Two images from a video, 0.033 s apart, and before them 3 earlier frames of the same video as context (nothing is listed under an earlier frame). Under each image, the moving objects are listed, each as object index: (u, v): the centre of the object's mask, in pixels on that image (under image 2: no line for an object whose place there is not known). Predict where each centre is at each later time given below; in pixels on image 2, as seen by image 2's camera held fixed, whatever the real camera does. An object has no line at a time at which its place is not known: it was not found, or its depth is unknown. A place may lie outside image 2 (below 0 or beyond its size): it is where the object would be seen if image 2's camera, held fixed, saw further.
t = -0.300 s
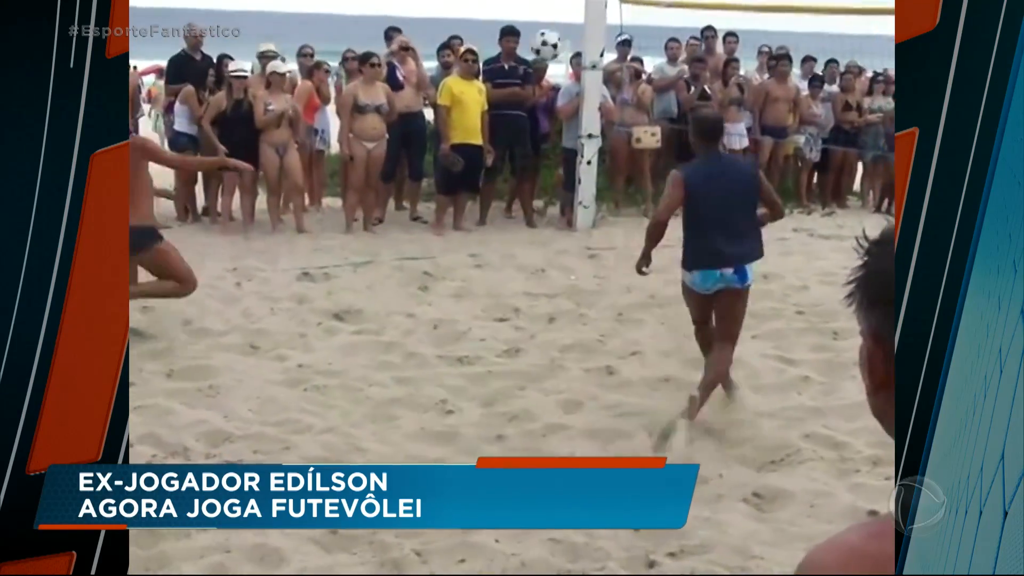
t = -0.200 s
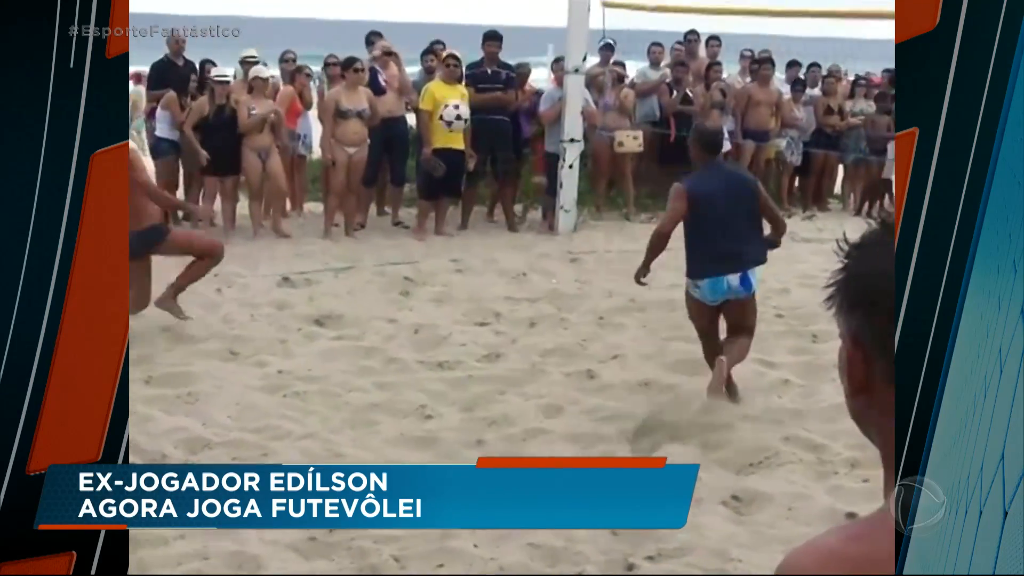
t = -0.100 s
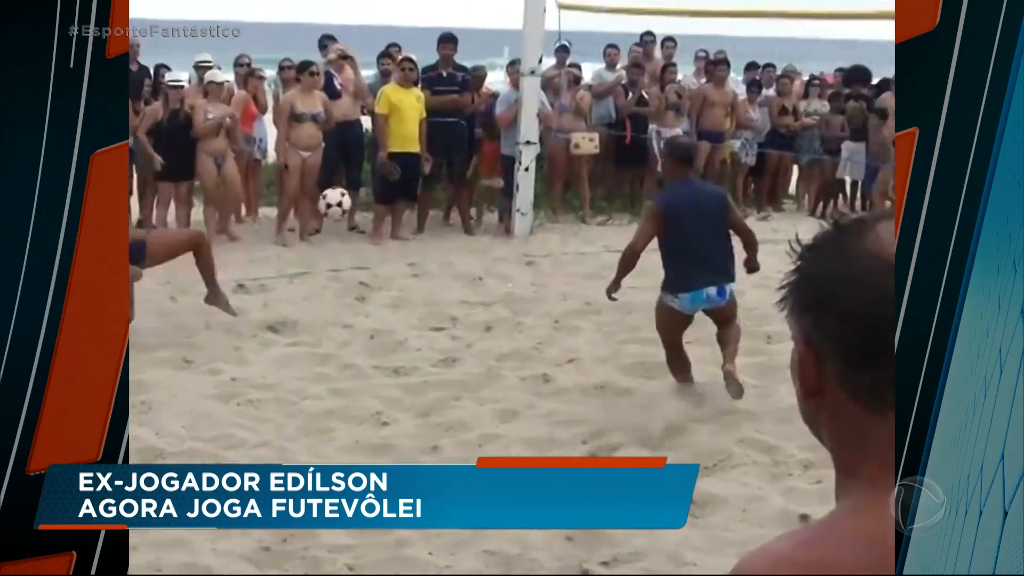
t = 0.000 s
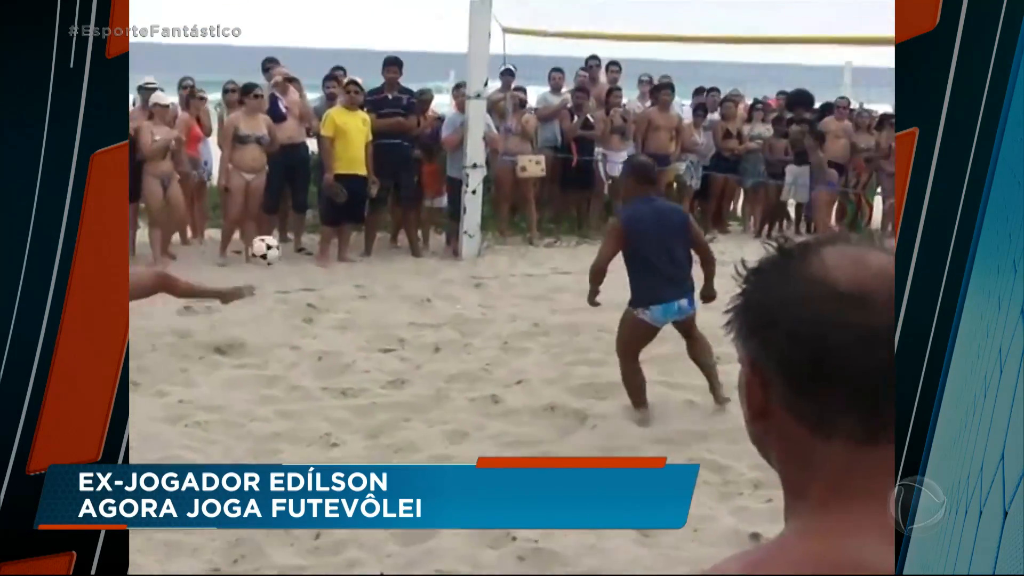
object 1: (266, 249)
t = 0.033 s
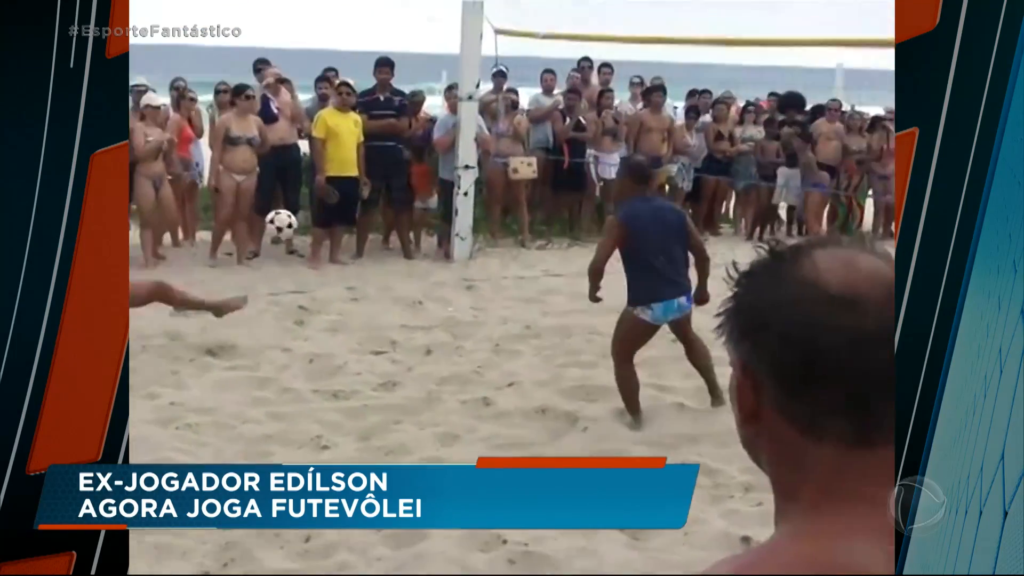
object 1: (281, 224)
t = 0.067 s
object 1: (304, 198)
